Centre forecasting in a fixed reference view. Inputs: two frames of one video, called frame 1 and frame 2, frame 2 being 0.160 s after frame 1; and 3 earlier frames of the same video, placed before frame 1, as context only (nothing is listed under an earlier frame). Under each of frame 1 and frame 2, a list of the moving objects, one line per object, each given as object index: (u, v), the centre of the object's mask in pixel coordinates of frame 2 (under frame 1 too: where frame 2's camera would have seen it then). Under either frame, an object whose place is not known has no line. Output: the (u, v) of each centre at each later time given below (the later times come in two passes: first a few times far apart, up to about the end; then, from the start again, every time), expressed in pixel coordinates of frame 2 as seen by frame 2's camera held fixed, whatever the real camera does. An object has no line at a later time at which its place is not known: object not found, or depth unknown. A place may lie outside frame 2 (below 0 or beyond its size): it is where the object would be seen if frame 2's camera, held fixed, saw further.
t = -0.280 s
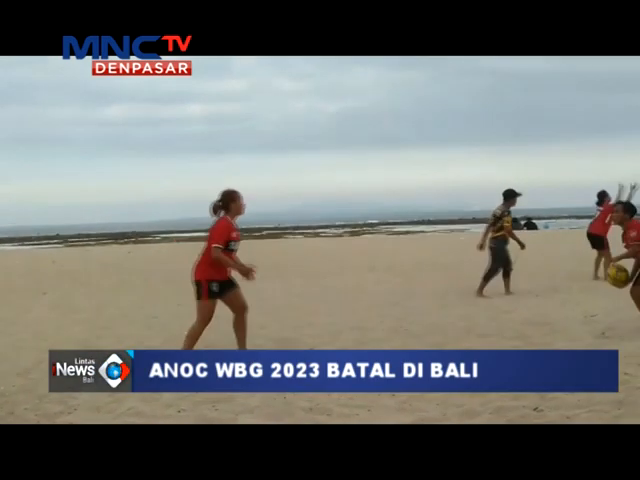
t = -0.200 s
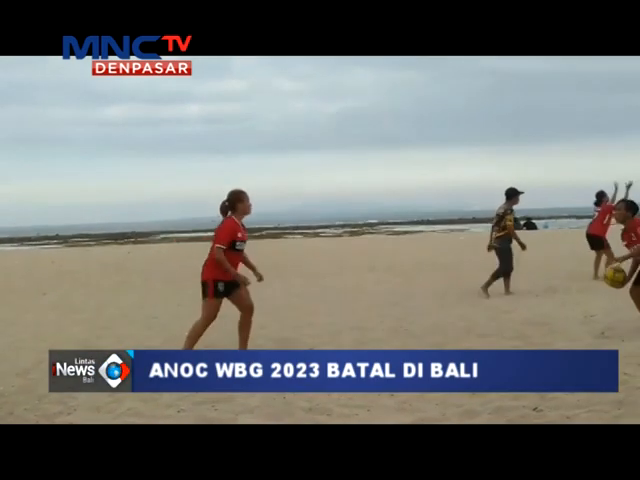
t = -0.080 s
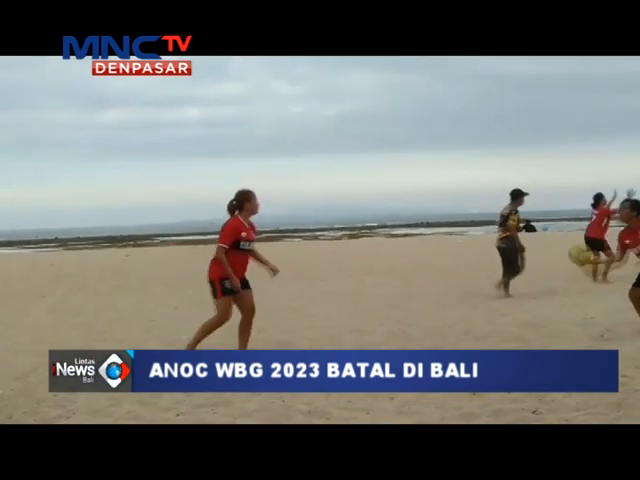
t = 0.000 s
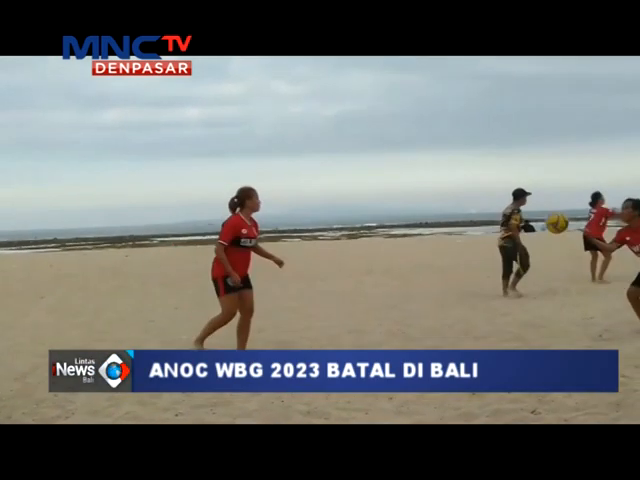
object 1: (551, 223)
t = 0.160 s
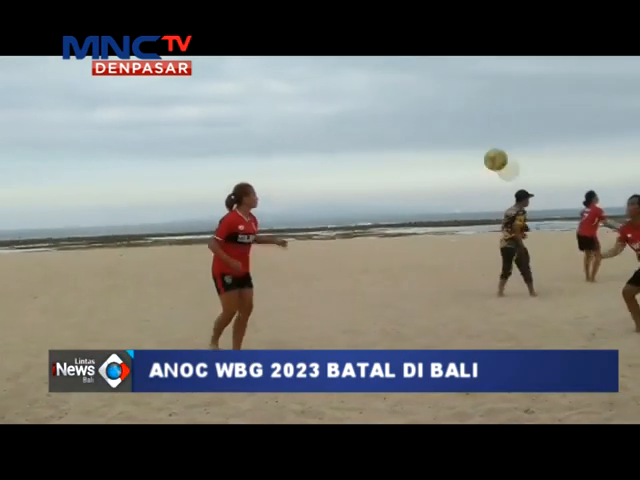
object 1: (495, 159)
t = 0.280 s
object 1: (461, 134)
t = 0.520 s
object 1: (373, 118)
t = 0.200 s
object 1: (484, 150)
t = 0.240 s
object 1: (472, 142)
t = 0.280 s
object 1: (461, 134)
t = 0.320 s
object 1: (438, 123)
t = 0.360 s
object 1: (426, 119)
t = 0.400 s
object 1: (414, 116)
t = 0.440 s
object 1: (402, 115)
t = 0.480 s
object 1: (385, 116)
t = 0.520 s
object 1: (373, 118)
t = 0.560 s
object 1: (356, 122)
